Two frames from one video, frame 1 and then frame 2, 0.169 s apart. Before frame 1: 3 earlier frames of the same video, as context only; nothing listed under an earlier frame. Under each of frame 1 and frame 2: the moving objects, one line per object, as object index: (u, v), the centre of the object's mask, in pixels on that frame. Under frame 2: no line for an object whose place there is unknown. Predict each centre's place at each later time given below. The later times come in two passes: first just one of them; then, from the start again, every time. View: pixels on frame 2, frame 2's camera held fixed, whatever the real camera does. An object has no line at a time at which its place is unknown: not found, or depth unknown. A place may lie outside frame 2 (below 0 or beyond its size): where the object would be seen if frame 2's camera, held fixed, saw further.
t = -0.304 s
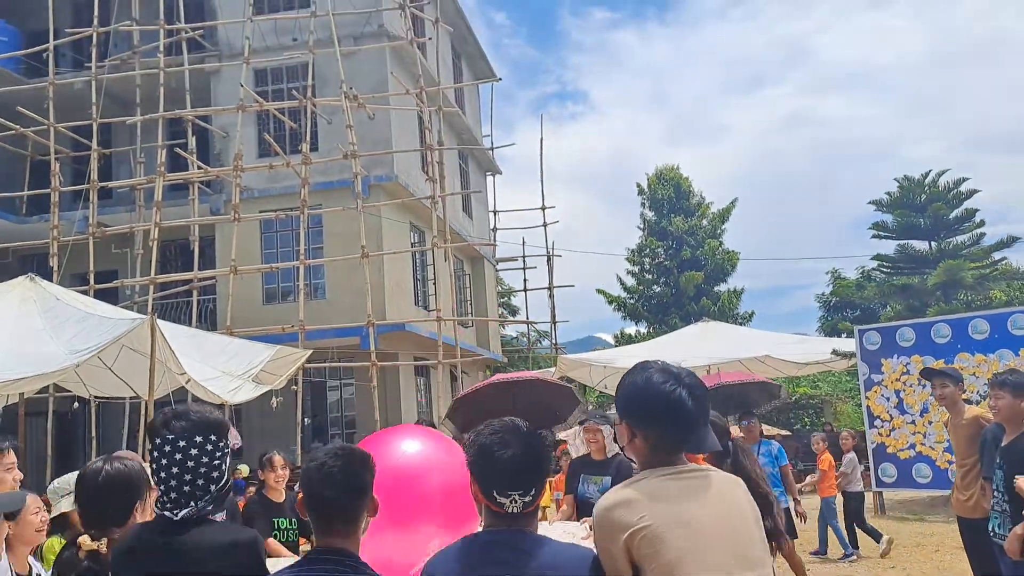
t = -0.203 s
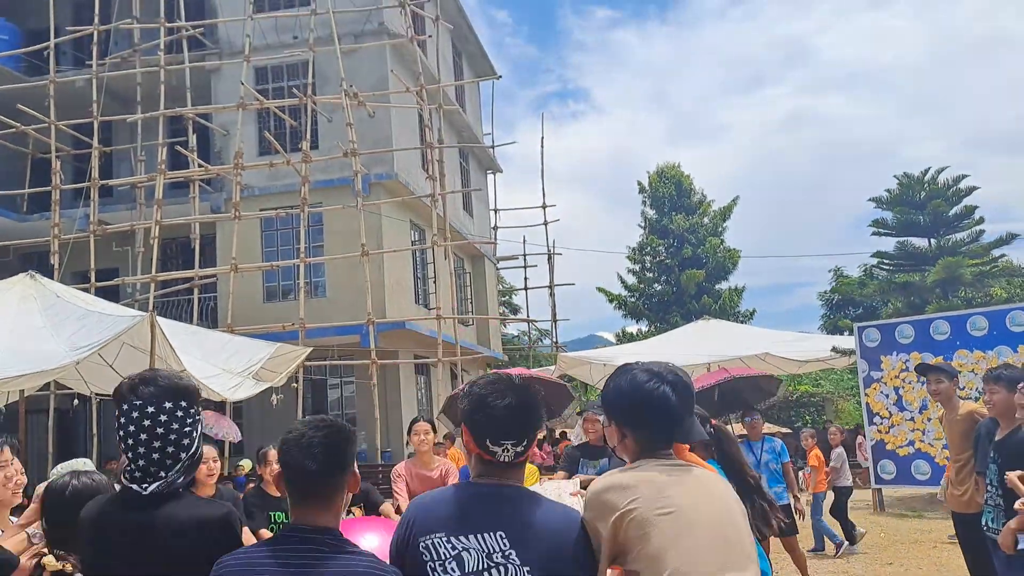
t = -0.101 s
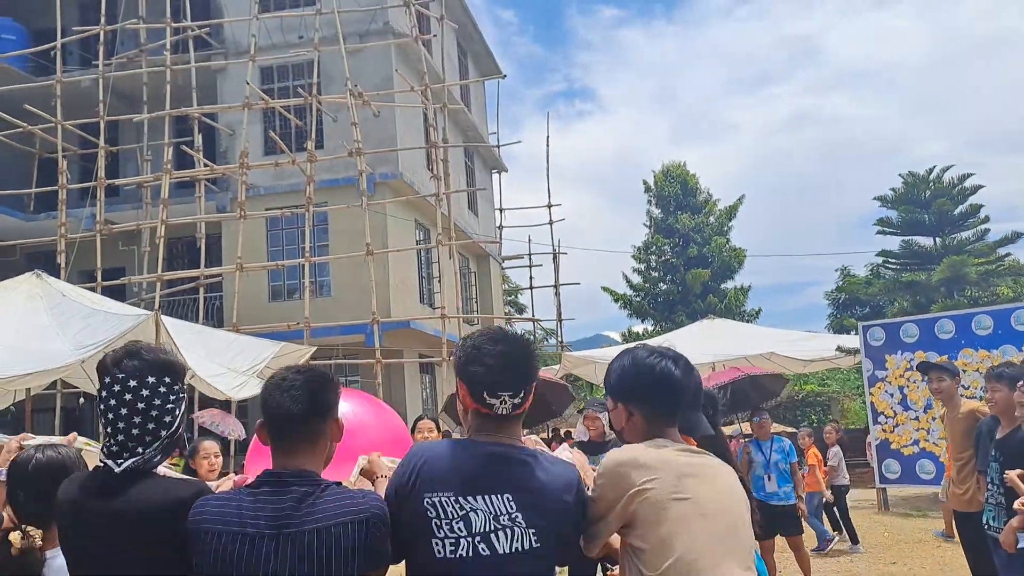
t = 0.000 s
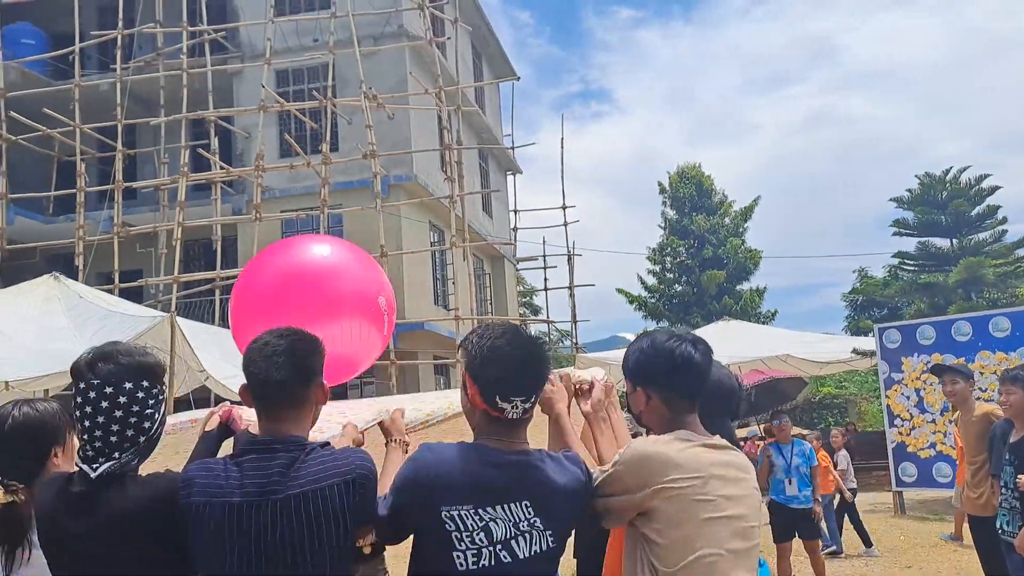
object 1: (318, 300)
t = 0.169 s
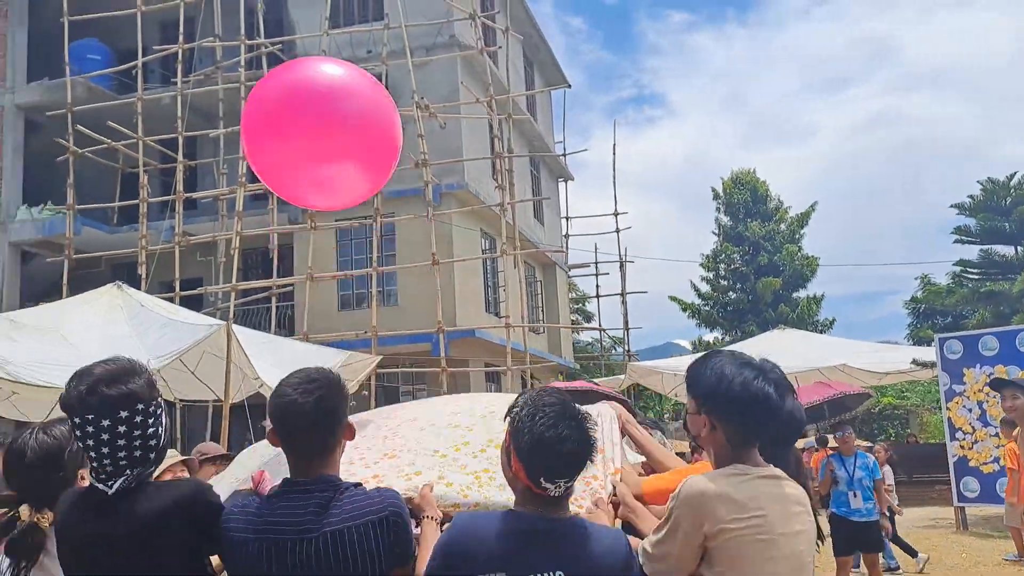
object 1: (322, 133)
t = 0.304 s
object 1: (298, 42)
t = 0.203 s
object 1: (315, 103)
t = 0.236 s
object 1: (309, 77)
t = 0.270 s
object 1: (303, 56)
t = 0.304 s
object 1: (298, 42)
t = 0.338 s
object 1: (293, 31)
